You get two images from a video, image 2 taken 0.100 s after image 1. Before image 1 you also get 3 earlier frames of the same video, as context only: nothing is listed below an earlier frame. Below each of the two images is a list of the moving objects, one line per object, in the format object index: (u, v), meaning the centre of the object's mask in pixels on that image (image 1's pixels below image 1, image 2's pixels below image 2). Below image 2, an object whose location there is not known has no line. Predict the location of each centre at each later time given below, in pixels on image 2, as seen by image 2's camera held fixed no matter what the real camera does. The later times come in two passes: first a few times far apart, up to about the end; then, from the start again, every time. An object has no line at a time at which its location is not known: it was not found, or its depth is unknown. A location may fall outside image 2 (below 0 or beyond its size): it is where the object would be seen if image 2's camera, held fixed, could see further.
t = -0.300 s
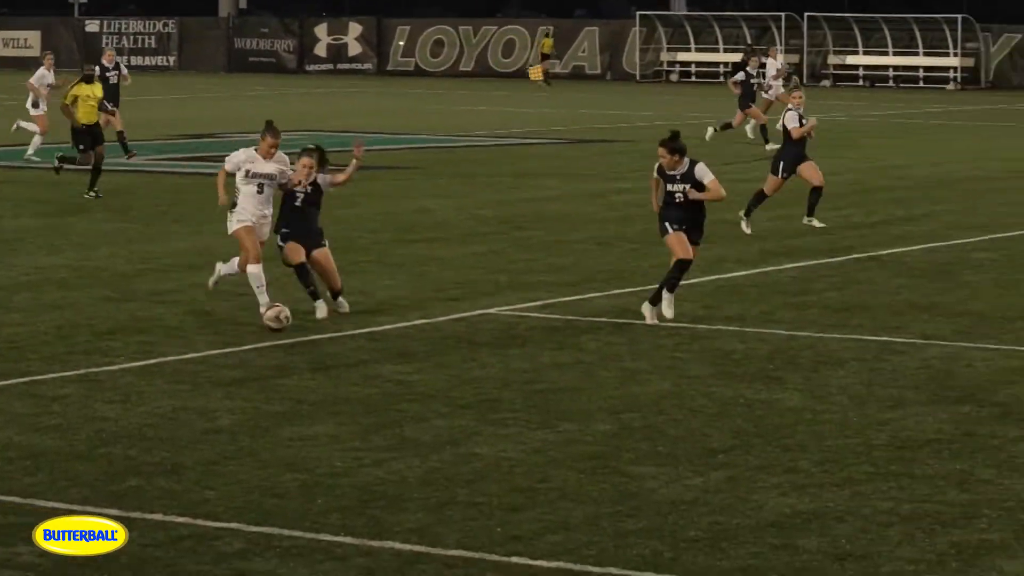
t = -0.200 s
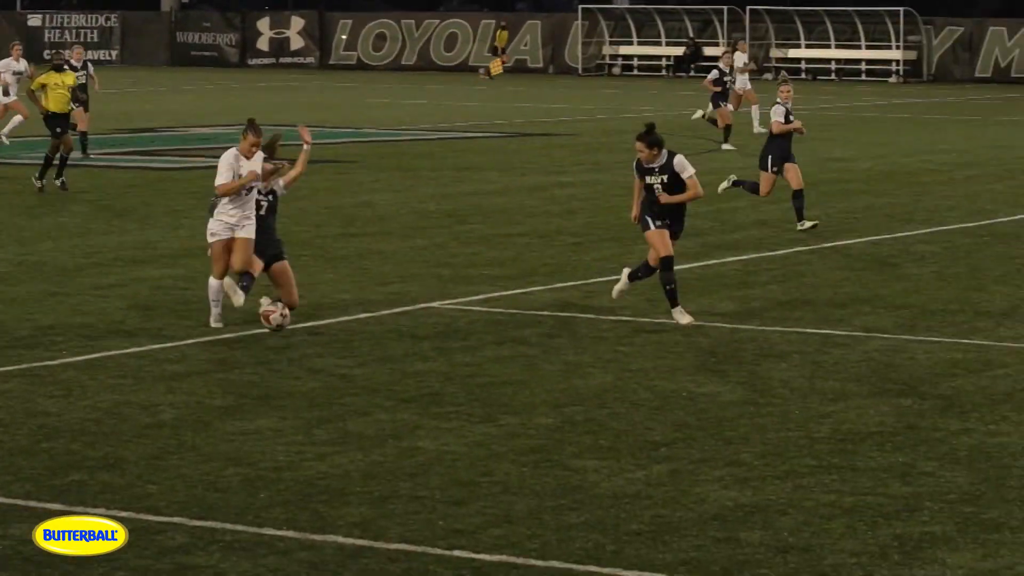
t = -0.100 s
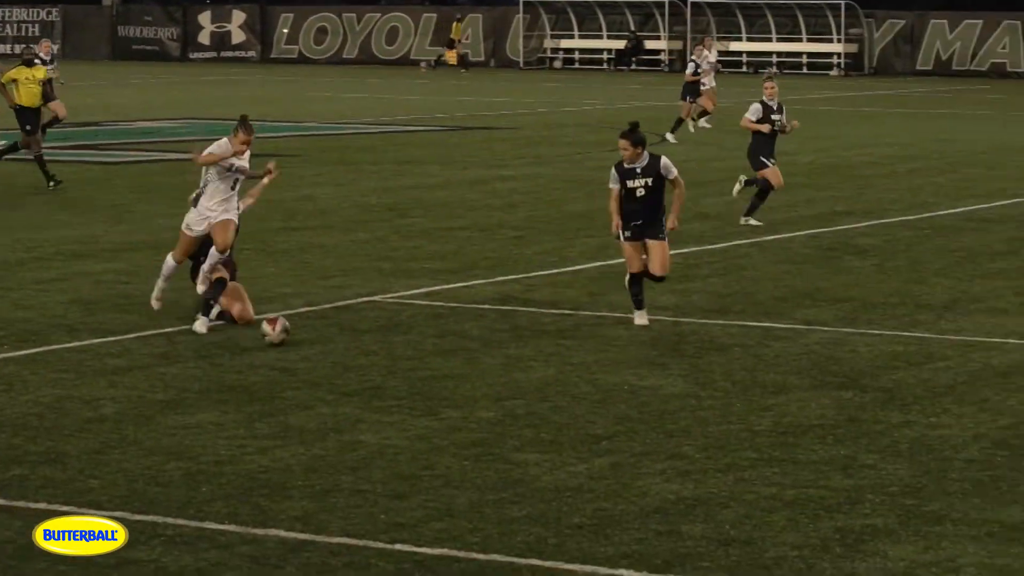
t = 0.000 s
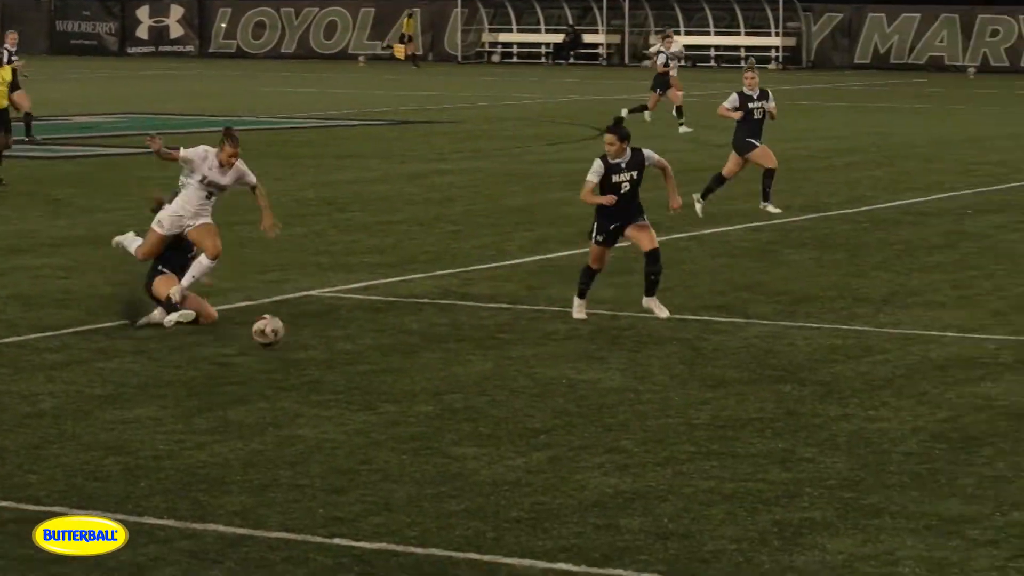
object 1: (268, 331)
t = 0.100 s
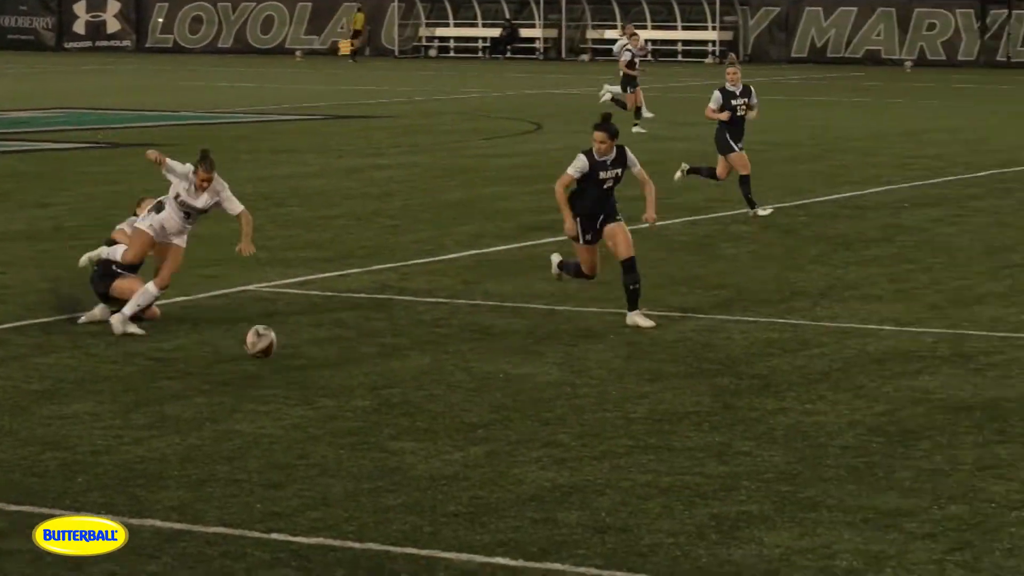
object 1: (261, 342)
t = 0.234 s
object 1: (335, 350)
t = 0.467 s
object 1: (468, 371)
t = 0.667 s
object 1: (582, 393)
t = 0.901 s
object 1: (728, 428)
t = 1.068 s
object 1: (837, 447)
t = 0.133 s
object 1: (279, 340)
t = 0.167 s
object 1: (298, 342)
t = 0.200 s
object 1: (317, 346)
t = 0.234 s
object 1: (335, 350)
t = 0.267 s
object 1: (354, 357)
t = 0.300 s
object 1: (373, 360)
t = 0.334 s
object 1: (391, 358)
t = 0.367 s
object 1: (411, 359)
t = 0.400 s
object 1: (430, 362)
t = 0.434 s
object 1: (448, 365)
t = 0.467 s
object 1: (468, 371)
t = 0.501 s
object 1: (486, 381)
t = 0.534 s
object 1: (505, 384)
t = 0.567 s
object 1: (525, 383)
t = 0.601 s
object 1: (543, 385)
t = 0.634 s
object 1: (563, 388)
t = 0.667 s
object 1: (582, 393)
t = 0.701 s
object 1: (603, 401)
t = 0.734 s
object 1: (622, 407)
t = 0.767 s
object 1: (643, 406)
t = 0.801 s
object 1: (665, 409)
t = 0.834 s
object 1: (685, 414)
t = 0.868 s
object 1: (706, 420)
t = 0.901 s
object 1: (728, 428)
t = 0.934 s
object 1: (749, 430)
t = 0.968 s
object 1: (771, 433)
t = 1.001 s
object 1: (793, 437)
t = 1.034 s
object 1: (816, 445)
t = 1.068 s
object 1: (837, 447)
